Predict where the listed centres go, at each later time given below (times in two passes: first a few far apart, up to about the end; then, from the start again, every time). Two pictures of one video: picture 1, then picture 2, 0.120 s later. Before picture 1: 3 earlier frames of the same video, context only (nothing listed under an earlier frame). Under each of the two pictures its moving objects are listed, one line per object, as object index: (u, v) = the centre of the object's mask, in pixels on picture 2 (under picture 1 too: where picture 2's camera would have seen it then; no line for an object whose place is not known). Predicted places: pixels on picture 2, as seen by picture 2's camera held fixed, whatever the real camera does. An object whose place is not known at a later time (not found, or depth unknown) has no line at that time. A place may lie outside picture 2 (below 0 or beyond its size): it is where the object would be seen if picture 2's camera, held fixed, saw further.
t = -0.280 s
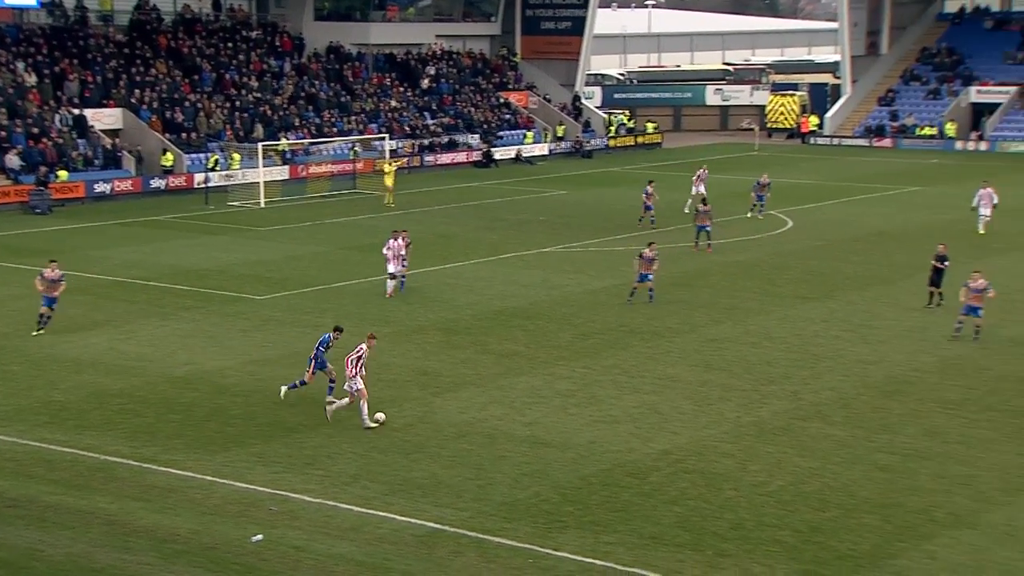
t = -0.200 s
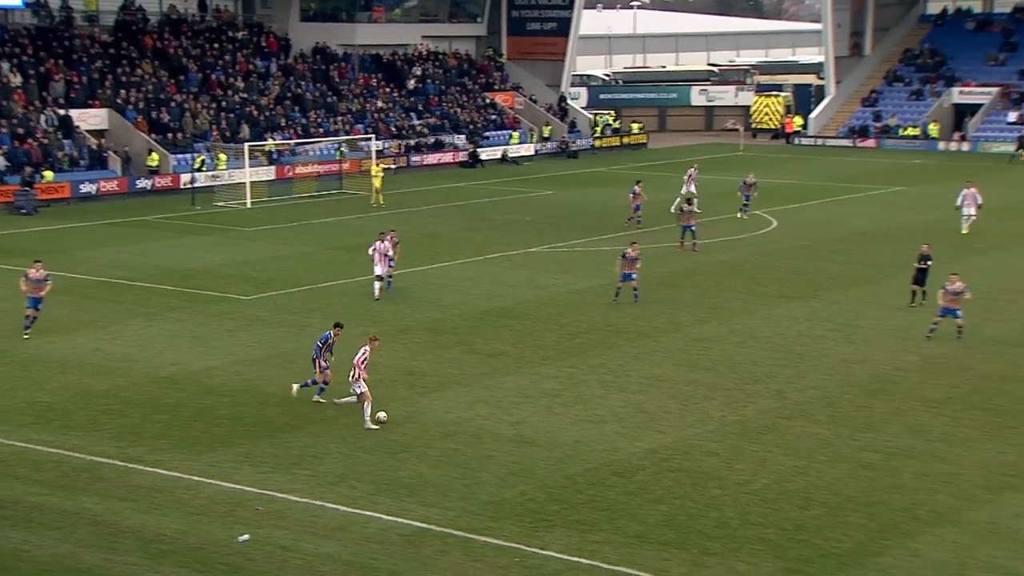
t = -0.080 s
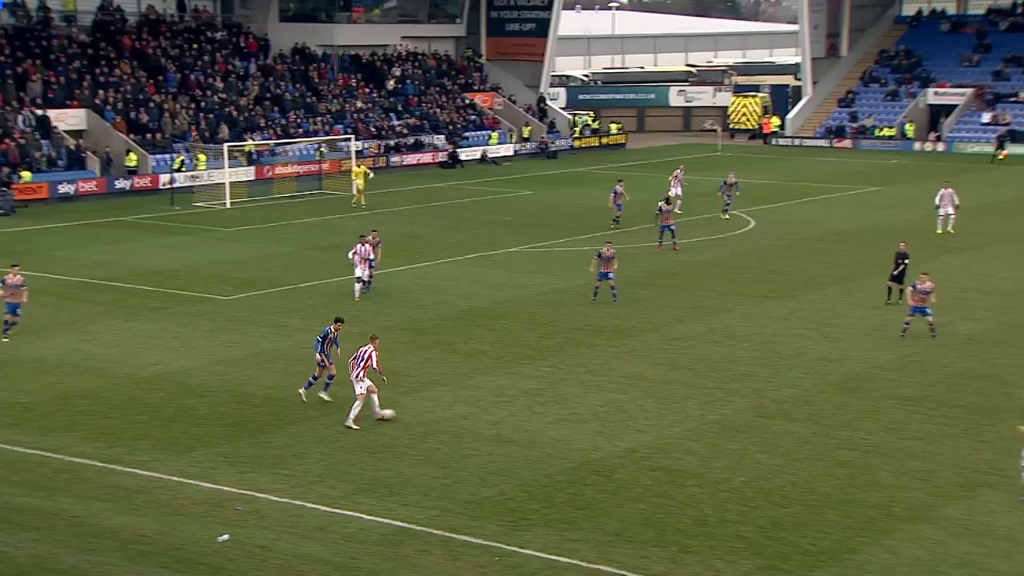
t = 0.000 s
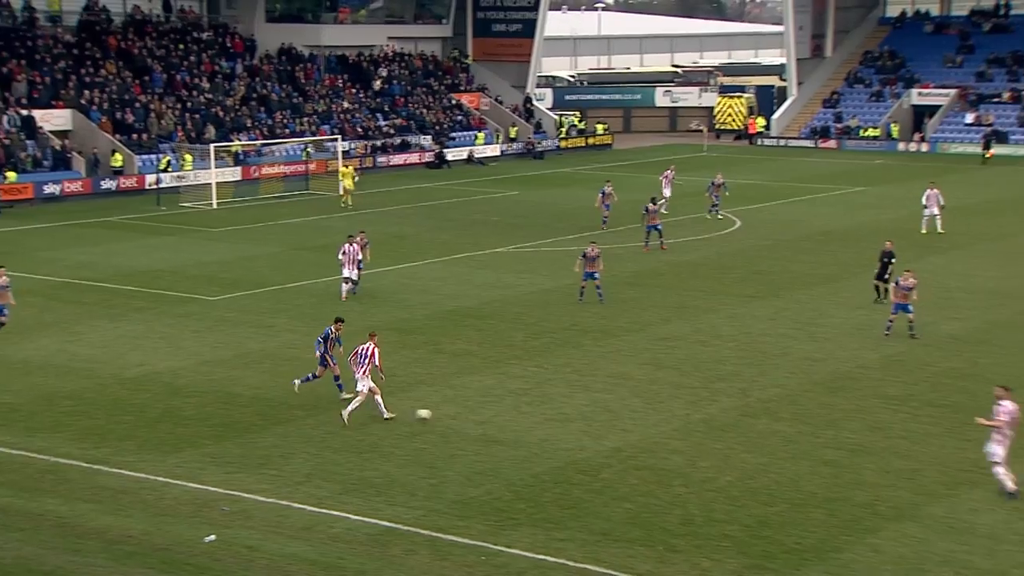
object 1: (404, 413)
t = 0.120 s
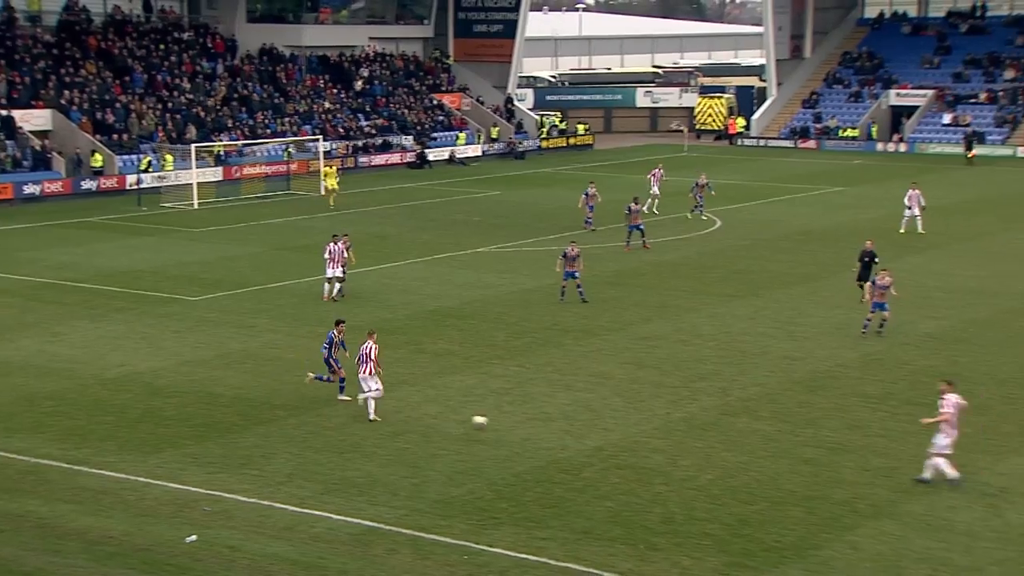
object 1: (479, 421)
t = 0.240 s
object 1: (550, 427)
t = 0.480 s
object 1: (684, 445)
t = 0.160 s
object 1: (504, 425)
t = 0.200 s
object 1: (528, 428)
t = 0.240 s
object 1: (550, 427)
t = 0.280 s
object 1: (572, 428)
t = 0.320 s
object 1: (594, 429)
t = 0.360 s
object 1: (617, 431)
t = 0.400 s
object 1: (640, 435)
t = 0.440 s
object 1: (662, 439)
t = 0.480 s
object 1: (684, 445)
